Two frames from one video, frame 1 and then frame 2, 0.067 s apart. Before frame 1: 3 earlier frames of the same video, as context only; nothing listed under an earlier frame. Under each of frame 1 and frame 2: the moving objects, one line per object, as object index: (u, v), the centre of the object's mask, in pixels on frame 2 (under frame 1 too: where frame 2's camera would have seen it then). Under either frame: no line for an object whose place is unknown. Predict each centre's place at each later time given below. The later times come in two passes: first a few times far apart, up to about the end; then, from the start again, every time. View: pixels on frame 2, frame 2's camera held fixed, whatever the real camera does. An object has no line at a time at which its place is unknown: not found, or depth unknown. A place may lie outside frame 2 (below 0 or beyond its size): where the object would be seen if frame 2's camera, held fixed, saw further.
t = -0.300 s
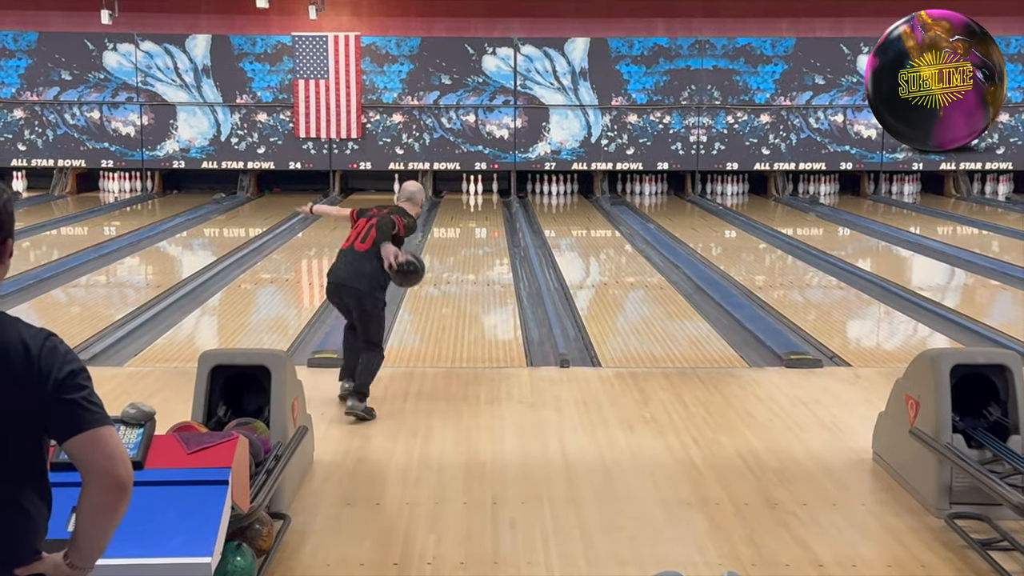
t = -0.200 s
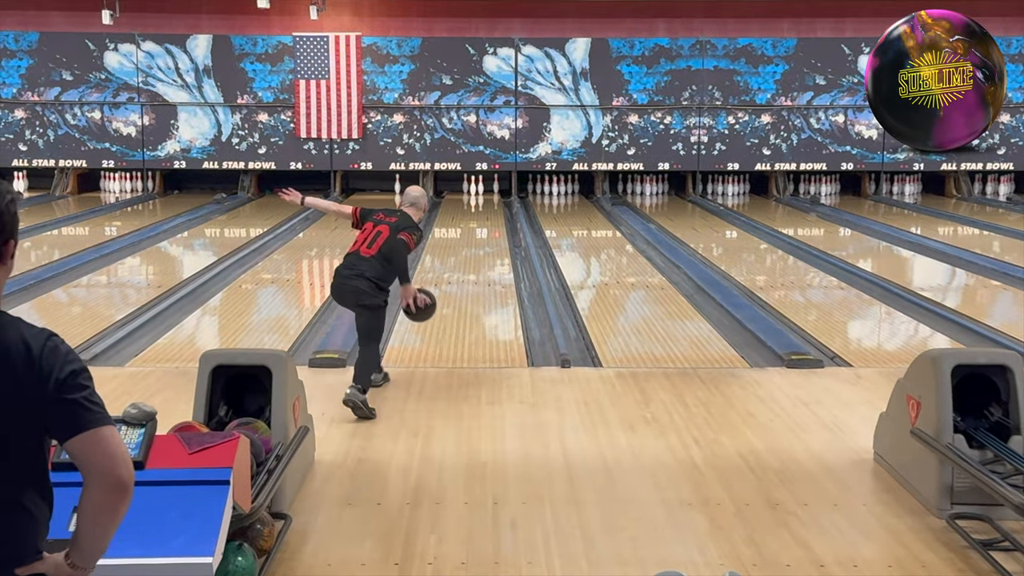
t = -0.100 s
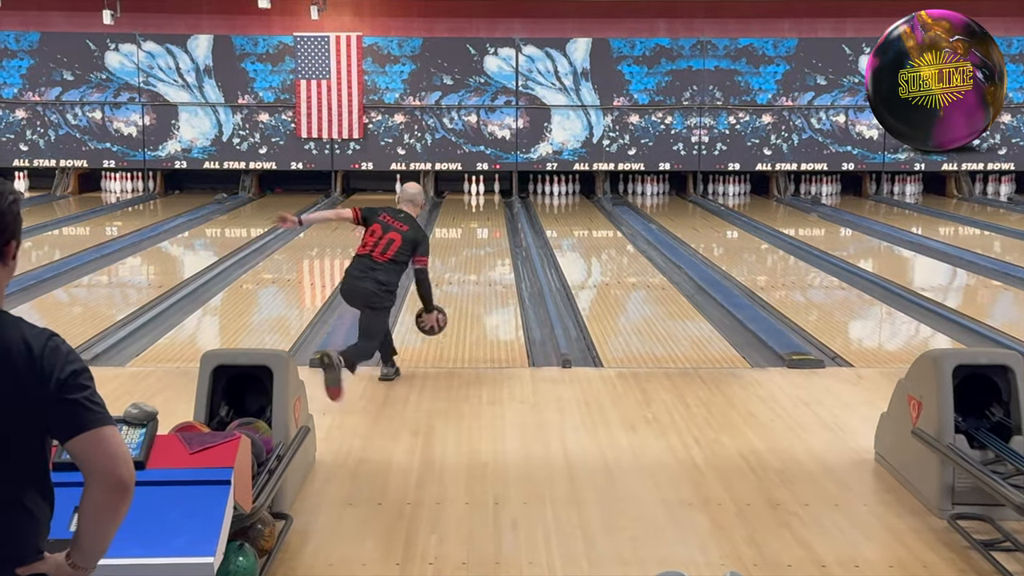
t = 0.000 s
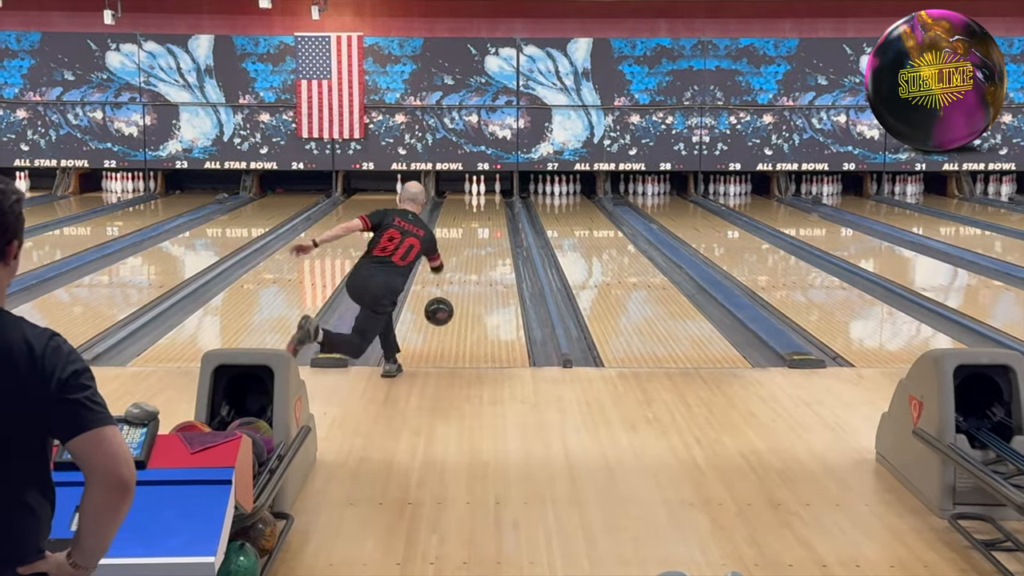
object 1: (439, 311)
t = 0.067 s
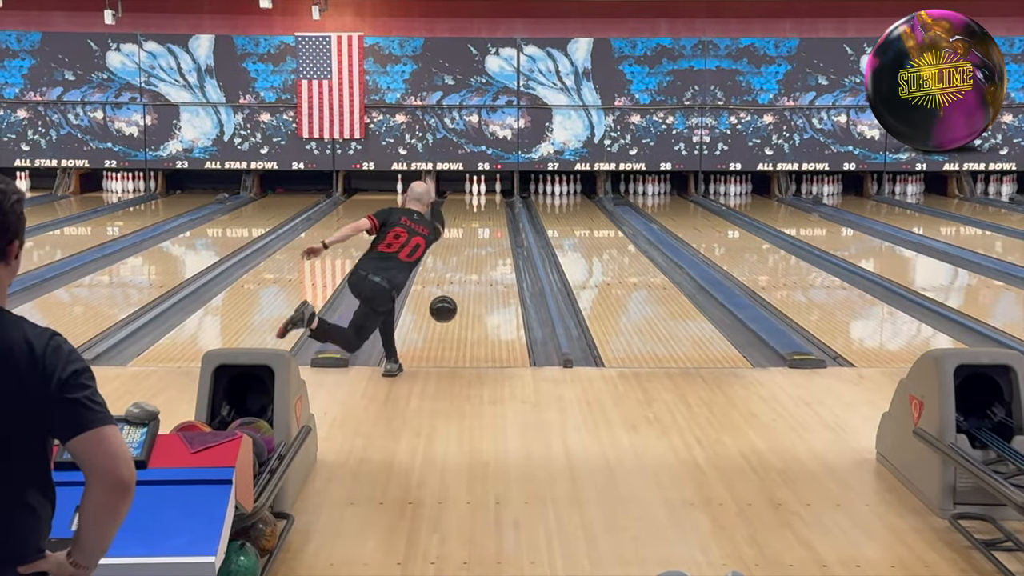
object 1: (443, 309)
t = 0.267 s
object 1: (452, 300)
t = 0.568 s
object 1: (462, 266)
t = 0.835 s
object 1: (468, 245)
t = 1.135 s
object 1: (473, 228)
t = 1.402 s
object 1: (476, 215)
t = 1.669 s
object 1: (478, 204)
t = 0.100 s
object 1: (445, 309)
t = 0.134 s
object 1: (446, 312)
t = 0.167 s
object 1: (448, 315)
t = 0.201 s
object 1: (449, 309)
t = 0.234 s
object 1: (451, 304)
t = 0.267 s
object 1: (452, 300)
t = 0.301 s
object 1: (453, 296)
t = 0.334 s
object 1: (455, 292)
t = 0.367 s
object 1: (456, 287)
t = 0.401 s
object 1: (457, 284)
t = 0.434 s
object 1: (458, 280)
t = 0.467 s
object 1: (459, 276)
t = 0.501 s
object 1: (460, 273)
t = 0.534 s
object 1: (461, 269)
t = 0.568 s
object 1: (462, 266)
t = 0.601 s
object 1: (463, 263)
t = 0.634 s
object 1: (464, 261)
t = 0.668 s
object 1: (464, 258)
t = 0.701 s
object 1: (465, 255)
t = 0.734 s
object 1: (466, 253)
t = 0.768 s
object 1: (467, 250)
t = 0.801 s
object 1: (468, 248)
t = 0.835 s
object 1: (468, 245)
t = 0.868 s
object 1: (469, 243)
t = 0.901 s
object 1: (469, 241)
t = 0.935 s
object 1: (470, 239)
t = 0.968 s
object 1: (470, 237)
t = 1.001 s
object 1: (471, 235)
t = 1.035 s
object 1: (472, 233)
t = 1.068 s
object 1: (472, 231)
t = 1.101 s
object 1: (473, 229)
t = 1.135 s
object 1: (473, 228)
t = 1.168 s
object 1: (473, 226)
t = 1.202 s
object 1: (474, 224)
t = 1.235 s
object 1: (474, 223)
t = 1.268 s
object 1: (475, 221)
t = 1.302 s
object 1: (475, 219)
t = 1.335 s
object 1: (475, 218)
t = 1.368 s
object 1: (476, 216)
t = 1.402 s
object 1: (476, 215)
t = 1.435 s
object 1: (477, 213)
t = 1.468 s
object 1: (477, 212)
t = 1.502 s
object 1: (477, 211)
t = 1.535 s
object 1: (477, 209)
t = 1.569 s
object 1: (477, 208)
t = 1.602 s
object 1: (477, 207)
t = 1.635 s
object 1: (477, 205)
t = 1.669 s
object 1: (478, 204)
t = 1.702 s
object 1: (478, 203)
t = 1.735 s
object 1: (478, 202)
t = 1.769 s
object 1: (477, 201)
